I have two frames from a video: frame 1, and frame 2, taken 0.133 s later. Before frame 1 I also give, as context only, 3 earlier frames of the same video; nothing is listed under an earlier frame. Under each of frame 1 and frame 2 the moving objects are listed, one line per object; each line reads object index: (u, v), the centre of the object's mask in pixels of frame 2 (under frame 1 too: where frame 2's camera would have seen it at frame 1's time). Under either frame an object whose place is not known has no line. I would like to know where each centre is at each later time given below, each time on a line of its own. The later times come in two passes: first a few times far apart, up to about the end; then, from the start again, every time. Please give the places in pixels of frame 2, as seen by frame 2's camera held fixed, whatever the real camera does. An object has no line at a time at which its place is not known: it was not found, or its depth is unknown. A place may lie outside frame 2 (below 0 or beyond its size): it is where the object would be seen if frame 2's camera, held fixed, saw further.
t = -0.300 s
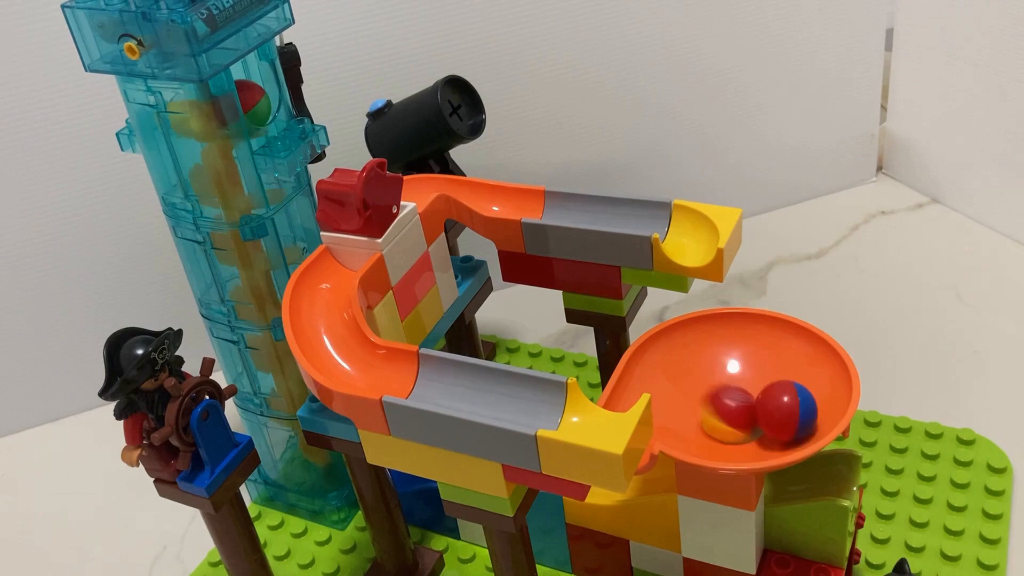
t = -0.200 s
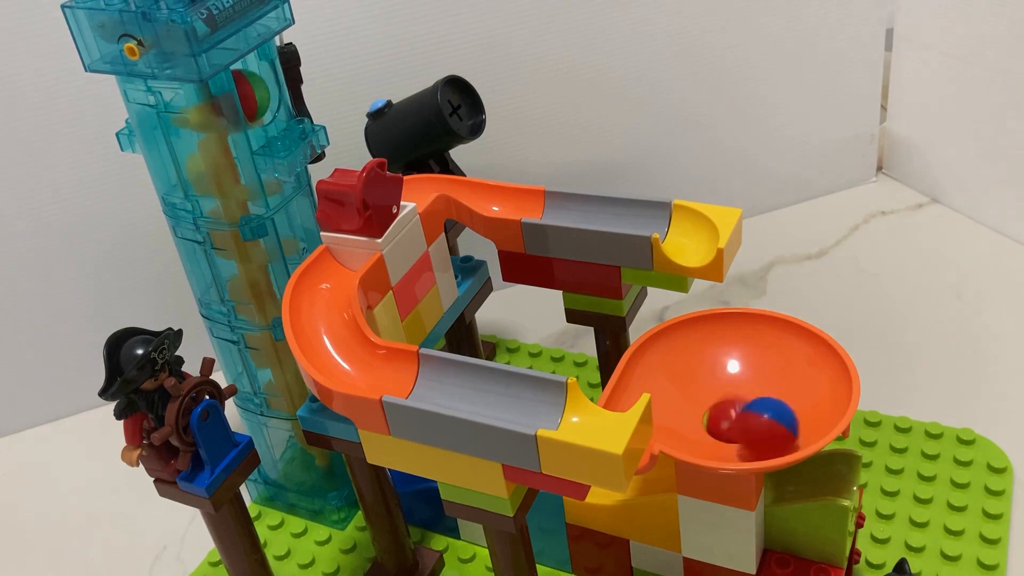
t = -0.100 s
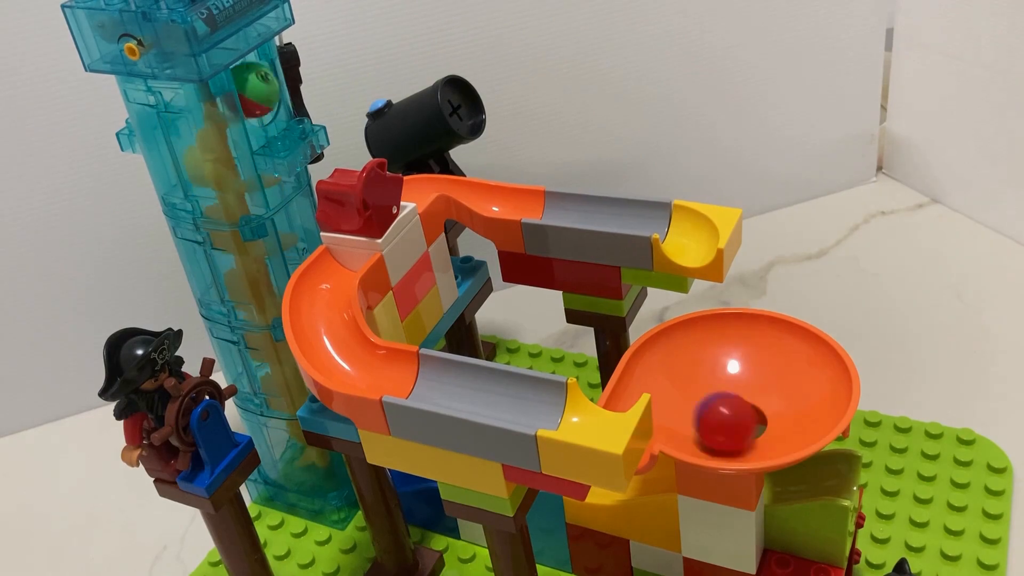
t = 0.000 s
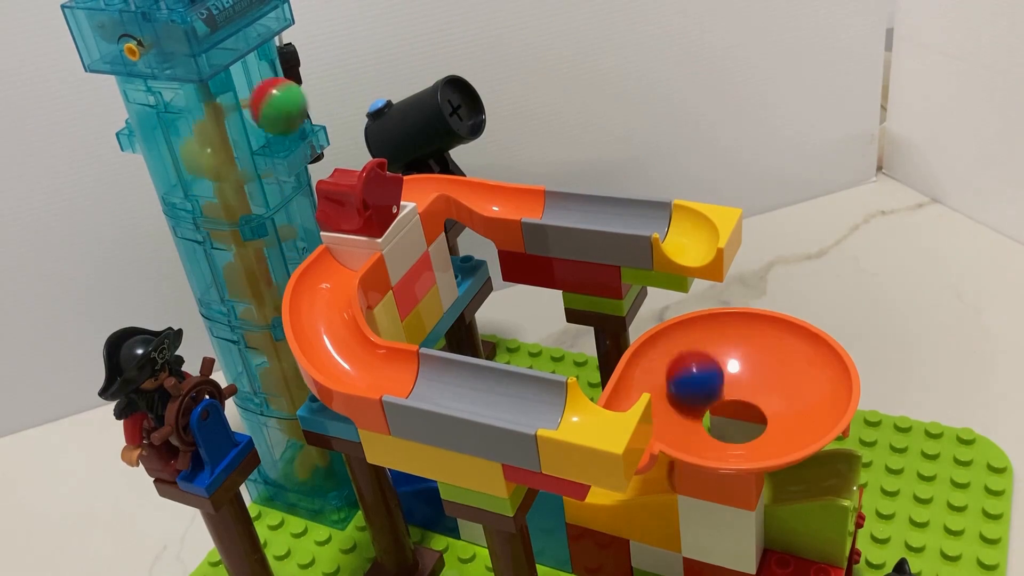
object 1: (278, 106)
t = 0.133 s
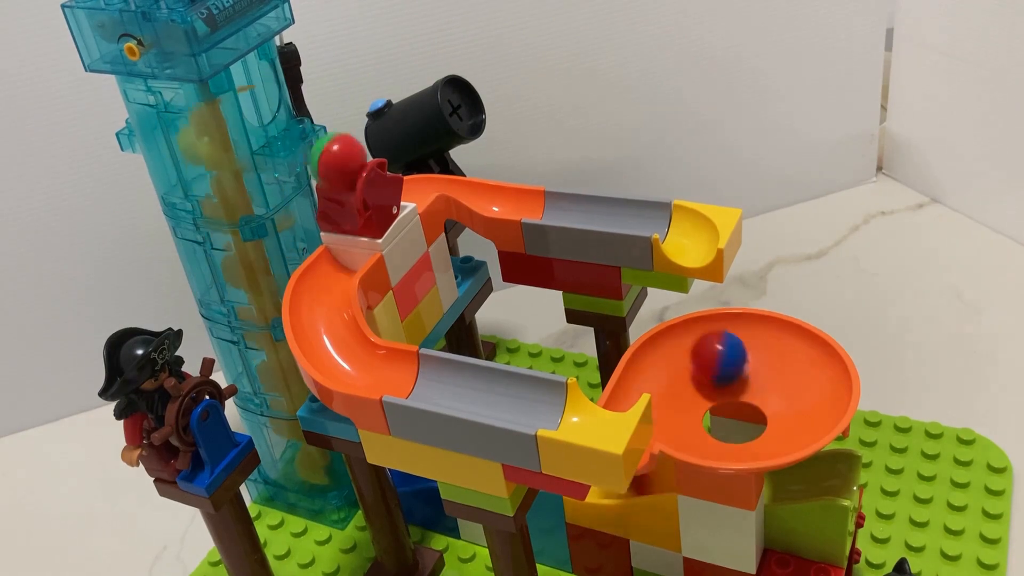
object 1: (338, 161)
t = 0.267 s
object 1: (325, 254)
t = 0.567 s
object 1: (460, 385)
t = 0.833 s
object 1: (639, 394)
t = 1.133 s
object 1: (797, 372)
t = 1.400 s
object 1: (677, 413)
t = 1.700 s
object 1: (784, 375)
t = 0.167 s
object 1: (331, 168)
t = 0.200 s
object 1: (324, 183)
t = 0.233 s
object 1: (317, 213)
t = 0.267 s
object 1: (325, 254)
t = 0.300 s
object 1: (324, 277)
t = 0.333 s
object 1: (319, 290)
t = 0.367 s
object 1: (317, 309)
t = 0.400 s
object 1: (325, 330)
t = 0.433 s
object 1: (342, 354)
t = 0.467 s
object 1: (372, 365)
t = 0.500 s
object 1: (400, 371)
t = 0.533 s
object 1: (435, 379)
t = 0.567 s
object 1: (460, 385)
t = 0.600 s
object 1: (492, 391)
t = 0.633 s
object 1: (523, 398)
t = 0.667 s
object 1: (553, 403)
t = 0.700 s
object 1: (583, 401)
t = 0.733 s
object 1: (605, 392)
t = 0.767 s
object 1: (615, 380)
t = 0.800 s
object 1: (621, 382)
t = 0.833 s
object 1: (639, 394)
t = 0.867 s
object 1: (657, 383)
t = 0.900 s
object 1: (657, 377)
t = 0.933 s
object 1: (668, 371)
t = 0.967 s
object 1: (688, 363)
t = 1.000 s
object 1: (712, 359)
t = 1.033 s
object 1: (738, 359)
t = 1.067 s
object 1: (763, 359)
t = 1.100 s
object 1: (783, 364)
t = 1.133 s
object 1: (797, 372)
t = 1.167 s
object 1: (804, 383)
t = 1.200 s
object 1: (803, 397)
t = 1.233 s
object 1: (792, 410)
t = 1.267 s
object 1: (770, 424)
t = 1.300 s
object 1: (744, 429)
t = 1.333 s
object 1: (720, 429)
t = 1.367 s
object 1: (695, 424)
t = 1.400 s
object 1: (677, 413)
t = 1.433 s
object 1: (667, 397)
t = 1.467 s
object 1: (662, 385)
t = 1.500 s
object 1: (666, 376)
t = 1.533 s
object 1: (678, 370)
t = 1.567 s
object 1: (697, 365)
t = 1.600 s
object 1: (719, 365)
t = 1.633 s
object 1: (743, 366)
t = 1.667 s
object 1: (766, 368)
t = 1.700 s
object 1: (784, 375)
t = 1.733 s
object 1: (795, 384)
